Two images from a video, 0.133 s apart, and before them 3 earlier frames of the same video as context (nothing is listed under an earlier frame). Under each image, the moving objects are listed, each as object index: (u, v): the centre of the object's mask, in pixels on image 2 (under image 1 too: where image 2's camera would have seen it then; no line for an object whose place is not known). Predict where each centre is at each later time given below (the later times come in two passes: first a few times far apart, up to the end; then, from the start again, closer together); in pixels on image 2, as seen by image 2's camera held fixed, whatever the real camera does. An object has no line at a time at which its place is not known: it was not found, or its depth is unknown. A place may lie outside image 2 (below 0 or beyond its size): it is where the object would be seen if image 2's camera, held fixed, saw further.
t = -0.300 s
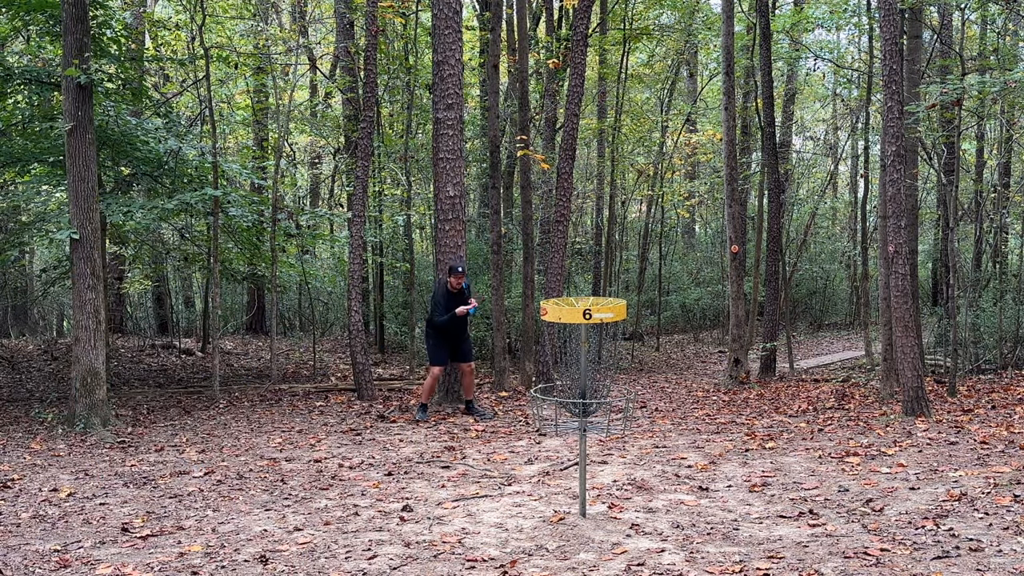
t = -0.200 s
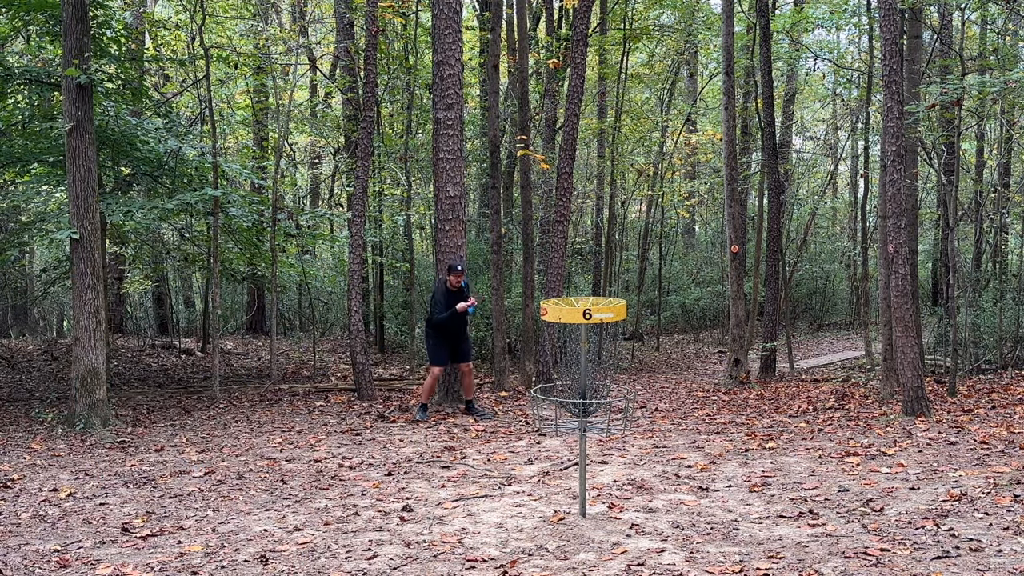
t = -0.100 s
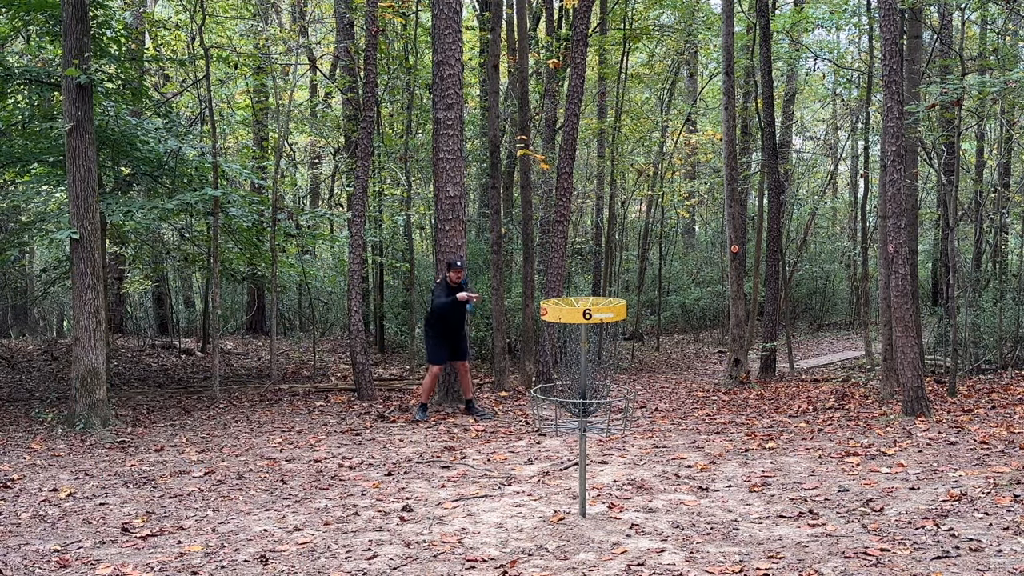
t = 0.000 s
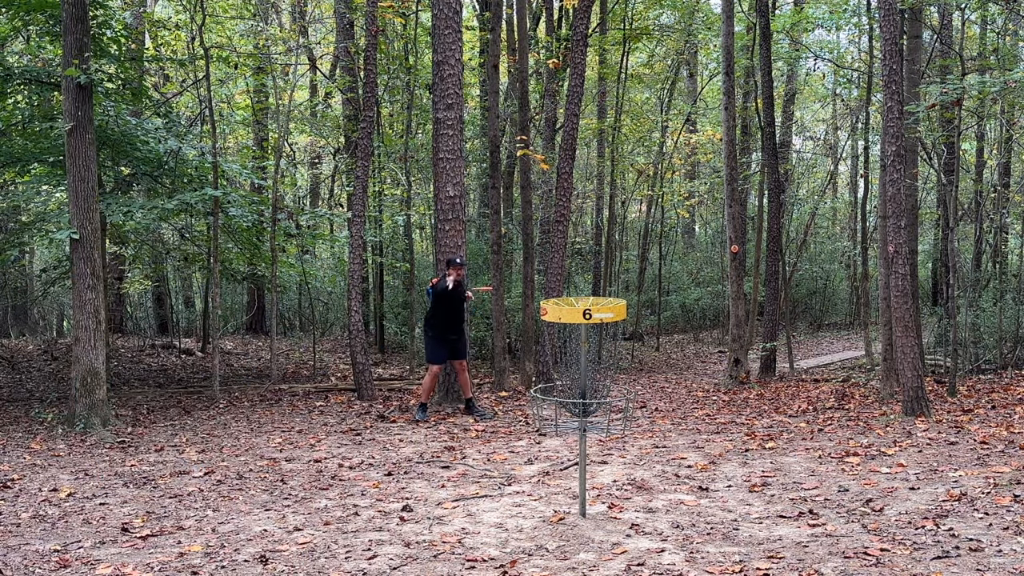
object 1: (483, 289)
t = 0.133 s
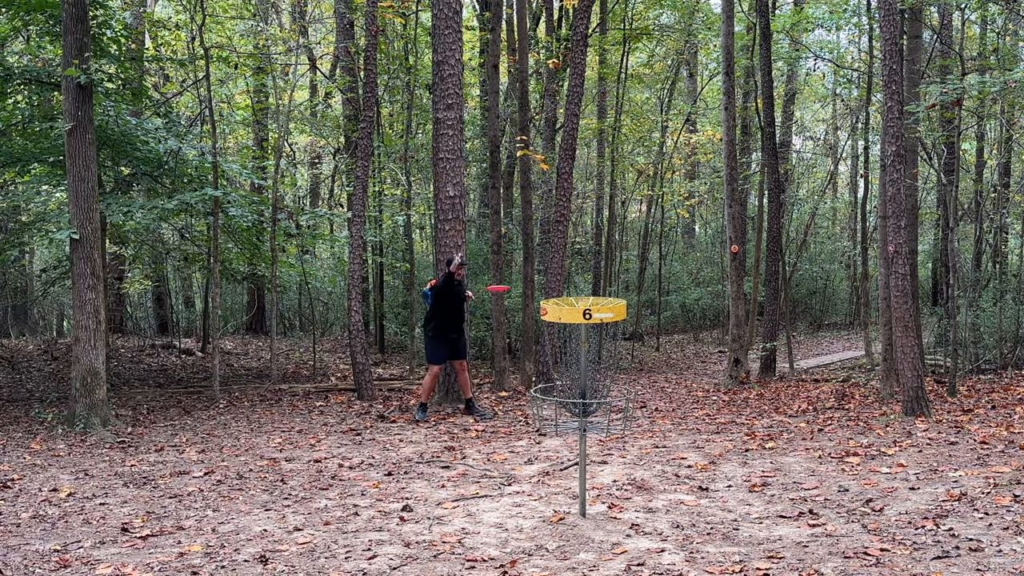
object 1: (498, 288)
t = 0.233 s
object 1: (512, 295)
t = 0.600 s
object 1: (581, 360)
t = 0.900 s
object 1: (588, 388)
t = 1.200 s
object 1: (580, 424)
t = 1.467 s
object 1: (590, 431)
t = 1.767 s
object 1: (590, 431)
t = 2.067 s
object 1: (590, 431)
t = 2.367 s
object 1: (590, 431)
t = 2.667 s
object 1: (590, 431)
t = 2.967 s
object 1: (590, 431)
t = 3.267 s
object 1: (590, 431)
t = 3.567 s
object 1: (590, 431)
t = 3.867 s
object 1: (590, 432)
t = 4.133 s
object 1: (590, 431)
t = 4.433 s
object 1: (590, 431)
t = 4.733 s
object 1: (590, 431)
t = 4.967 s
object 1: (590, 431)
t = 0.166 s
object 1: (502, 290)
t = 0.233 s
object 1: (512, 295)
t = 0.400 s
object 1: (539, 322)
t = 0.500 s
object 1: (563, 346)
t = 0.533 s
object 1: (569, 350)
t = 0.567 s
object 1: (576, 354)
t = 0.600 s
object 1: (581, 360)
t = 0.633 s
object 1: (585, 366)
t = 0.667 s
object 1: (588, 373)
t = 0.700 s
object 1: (590, 380)
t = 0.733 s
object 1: (591, 384)
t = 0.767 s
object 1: (591, 383)
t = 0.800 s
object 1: (591, 385)
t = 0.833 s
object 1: (591, 386)
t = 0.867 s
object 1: (590, 386)
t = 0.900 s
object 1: (588, 388)
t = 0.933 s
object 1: (587, 391)
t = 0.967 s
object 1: (585, 397)
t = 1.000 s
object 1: (584, 403)
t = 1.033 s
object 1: (583, 404)
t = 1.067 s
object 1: (581, 406)
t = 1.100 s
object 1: (580, 411)
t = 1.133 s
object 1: (578, 417)
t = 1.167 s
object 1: (578, 422)
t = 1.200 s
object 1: (580, 424)
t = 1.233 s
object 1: (583, 426)
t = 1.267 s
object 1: (585, 427)
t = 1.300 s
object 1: (588, 430)
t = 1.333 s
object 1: (589, 430)
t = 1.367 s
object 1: (589, 431)
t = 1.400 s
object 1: (589, 431)
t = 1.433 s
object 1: (589, 431)
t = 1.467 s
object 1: (590, 431)
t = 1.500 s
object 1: (590, 431)
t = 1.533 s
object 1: (590, 431)
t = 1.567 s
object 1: (590, 431)
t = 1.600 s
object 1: (590, 431)
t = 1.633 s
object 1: (590, 431)
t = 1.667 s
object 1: (590, 431)
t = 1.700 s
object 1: (589, 431)
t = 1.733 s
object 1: (590, 431)
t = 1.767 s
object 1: (590, 431)
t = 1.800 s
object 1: (590, 431)
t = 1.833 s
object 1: (590, 431)
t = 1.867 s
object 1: (590, 431)
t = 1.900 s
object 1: (589, 431)
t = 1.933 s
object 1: (590, 431)
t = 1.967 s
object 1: (590, 431)
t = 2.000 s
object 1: (590, 431)
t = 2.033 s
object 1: (590, 431)
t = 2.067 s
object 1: (590, 431)
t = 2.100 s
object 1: (590, 431)
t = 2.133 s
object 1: (590, 431)
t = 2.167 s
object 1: (590, 431)
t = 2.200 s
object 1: (590, 431)
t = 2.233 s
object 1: (590, 431)
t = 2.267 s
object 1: (590, 431)
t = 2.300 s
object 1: (590, 431)
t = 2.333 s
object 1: (590, 431)
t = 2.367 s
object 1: (590, 431)
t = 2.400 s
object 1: (590, 431)
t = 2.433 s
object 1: (590, 431)
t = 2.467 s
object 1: (590, 431)
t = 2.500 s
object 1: (590, 431)
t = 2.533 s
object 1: (590, 431)
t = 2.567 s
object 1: (590, 431)
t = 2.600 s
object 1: (590, 431)
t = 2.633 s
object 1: (590, 431)
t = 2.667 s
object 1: (590, 431)
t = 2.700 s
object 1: (590, 431)
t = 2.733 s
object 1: (590, 431)
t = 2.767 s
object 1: (590, 431)
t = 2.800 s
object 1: (590, 431)
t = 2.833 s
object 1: (590, 431)
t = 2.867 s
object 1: (590, 431)
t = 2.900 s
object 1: (590, 431)
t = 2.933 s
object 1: (590, 431)
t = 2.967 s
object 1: (590, 431)
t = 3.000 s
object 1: (590, 431)
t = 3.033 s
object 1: (590, 431)
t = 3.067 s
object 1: (590, 431)
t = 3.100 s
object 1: (590, 431)
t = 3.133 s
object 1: (590, 431)
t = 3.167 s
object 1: (590, 431)
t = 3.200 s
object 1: (590, 431)
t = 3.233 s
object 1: (590, 431)
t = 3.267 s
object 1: (590, 431)
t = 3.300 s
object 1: (590, 431)
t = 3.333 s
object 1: (590, 431)
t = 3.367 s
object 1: (590, 432)
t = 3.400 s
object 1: (590, 432)
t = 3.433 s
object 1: (590, 431)
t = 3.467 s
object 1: (590, 432)
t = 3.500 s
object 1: (590, 432)
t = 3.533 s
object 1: (590, 431)
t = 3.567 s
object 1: (590, 431)
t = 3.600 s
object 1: (590, 431)
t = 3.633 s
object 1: (590, 432)
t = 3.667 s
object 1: (590, 431)
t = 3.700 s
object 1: (590, 432)
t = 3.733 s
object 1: (590, 431)
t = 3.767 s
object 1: (590, 432)
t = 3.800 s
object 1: (590, 431)
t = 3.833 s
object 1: (590, 431)
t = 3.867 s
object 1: (590, 432)
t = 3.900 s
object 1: (590, 431)
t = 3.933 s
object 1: (590, 431)
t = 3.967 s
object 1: (590, 431)
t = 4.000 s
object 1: (590, 431)
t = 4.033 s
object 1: (590, 431)
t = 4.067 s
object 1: (590, 431)
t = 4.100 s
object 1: (590, 431)
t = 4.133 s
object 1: (590, 431)
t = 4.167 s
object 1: (590, 432)
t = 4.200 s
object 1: (590, 431)
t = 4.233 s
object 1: (590, 432)
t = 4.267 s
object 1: (590, 431)
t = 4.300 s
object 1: (590, 431)
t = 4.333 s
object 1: (590, 431)
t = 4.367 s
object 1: (590, 431)
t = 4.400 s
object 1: (590, 431)
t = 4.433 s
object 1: (590, 431)
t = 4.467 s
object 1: (590, 431)
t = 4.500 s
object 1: (590, 431)
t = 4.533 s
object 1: (590, 431)
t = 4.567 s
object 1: (590, 431)
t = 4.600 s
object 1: (590, 431)
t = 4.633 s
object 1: (590, 431)
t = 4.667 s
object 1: (590, 432)
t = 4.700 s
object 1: (590, 431)
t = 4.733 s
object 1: (590, 431)
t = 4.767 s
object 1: (590, 431)
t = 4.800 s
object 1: (590, 431)
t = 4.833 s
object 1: (590, 431)
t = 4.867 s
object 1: (590, 431)
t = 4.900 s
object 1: (590, 431)
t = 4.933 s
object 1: (590, 431)
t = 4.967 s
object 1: (590, 431)
